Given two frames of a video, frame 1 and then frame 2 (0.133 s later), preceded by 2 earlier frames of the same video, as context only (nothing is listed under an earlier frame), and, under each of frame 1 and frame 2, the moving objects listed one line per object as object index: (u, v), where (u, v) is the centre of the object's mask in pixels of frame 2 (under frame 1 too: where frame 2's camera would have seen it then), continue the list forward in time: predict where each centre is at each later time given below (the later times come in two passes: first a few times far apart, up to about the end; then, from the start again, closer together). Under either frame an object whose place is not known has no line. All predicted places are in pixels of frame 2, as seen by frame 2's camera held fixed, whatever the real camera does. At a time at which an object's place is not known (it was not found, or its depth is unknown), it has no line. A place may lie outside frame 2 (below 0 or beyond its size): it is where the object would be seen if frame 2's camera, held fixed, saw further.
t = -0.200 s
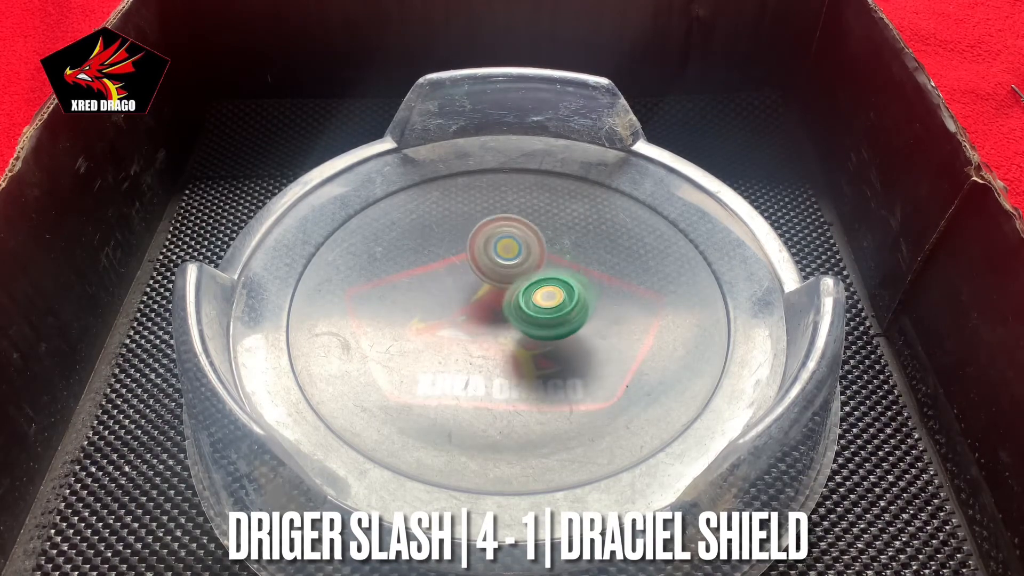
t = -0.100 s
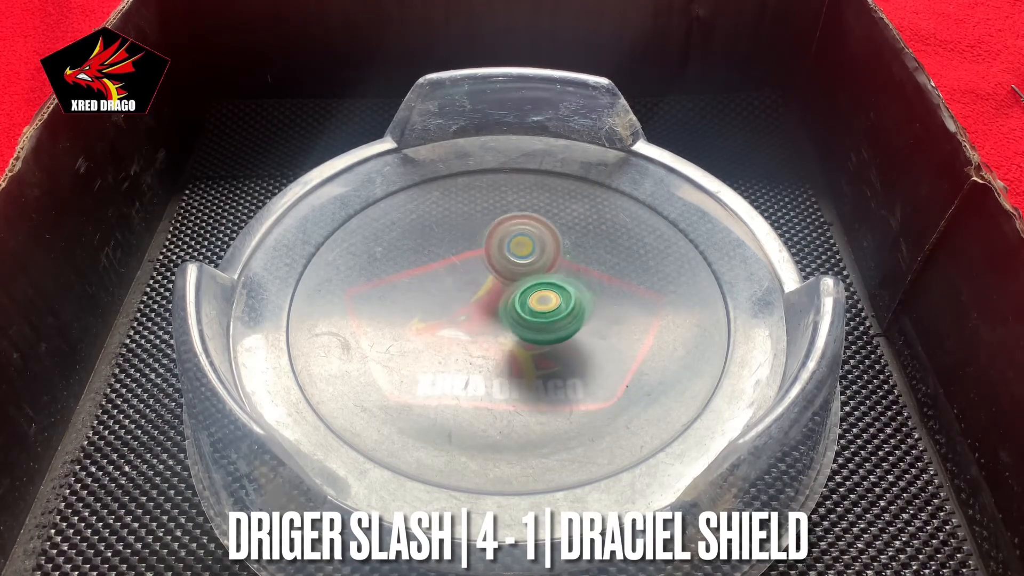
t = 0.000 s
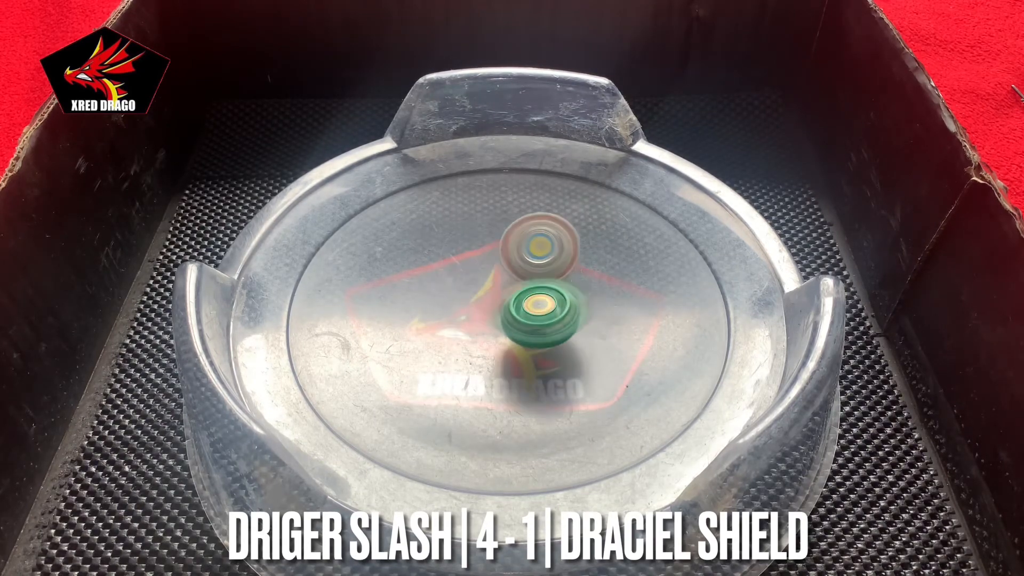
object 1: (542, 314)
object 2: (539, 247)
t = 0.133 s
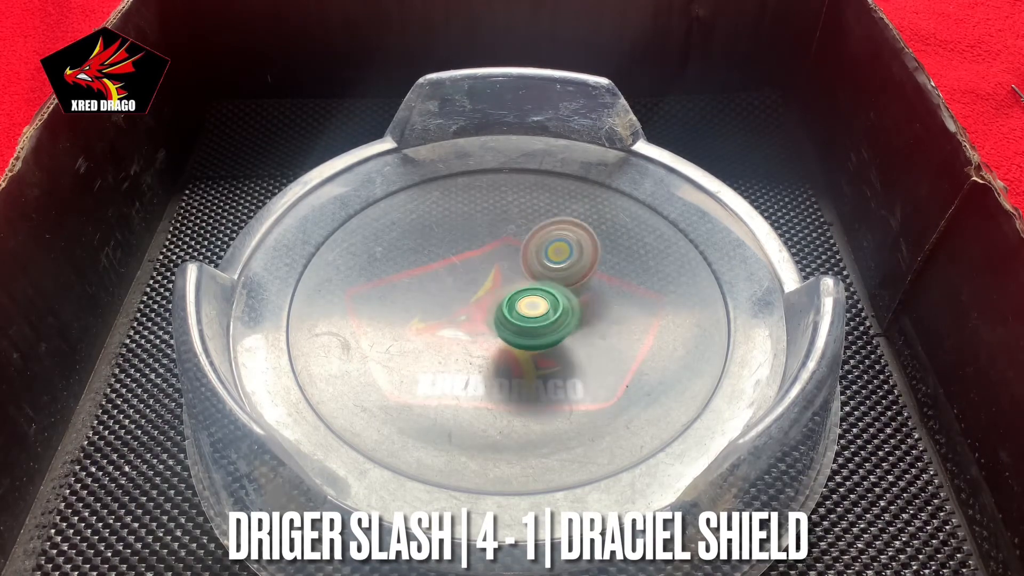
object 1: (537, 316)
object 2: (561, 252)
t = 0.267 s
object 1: (528, 316)
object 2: (579, 263)
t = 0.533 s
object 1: (513, 304)
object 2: (601, 301)
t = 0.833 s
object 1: (513, 290)
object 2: (583, 335)
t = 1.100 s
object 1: (527, 283)
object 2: (540, 350)
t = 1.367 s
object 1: (543, 277)
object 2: (495, 339)
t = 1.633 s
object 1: (556, 283)
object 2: (467, 307)
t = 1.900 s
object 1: (556, 297)
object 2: (476, 276)
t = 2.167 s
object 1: (539, 314)
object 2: (507, 255)
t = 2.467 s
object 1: (522, 322)
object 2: (553, 260)
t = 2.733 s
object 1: (504, 320)
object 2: (576, 288)
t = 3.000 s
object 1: (485, 293)
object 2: (595, 316)
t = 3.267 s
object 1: (489, 278)
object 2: (569, 332)
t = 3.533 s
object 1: (521, 219)
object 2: (513, 393)
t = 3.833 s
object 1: (540, 204)
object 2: (502, 389)
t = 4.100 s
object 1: (538, 267)
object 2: (498, 331)
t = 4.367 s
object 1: (701, 325)
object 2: (397, 295)
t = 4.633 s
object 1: (663, 346)
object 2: (453, 283)
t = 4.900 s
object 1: (528, 341)
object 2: (516, 275)
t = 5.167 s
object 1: (505, 354)
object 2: (559, 306)
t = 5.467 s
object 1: (485, 303)
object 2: (594, 355)
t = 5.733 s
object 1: (486, 302)
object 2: (550, 341)
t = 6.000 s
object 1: (497, 283)
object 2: (518, 351)
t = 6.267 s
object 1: (505, 272)
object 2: (521, 330)
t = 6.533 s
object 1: (498, 275)
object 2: (547, 315)
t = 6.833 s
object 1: (499, 278)
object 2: (561, 301)
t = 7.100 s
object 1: (499, 278)
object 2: (560, 301)
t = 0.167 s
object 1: (535, 317)
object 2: (565, 255)
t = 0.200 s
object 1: (533, 316)
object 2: (569, 258)
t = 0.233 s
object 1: (530, 316)
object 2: (574, 260)
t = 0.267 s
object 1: (528, 316)
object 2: (579, 263)
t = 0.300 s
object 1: (526, 315)
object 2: (583, 267)
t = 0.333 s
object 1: (524, 314)
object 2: (586, 273)
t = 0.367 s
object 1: (522, 312)
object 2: (590, 277)
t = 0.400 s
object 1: (520, 311)
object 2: (593, 282)
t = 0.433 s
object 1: (517, 308)
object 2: (597, 287)
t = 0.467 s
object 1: (517, 307)
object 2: (599, 292)
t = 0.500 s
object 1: (515, 305)
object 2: (600, 297)
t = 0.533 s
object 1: (513, 304)
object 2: (601, 301)
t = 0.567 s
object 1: (513, 302)
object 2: (602, 306)
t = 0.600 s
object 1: (511, 300)
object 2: (602, 311)
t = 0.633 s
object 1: (512, 298)
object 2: (601, 315)
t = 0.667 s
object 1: (511, 296)
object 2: (599, 318)
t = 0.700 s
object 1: (511, 295)
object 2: (598, 321)
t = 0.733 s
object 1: (511, 293)
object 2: (595, 324)
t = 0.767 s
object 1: (511, 292)
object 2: (592, 327)
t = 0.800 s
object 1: (512, 291)
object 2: (588, 331)
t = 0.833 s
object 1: (513, 290)
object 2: (583, 335)
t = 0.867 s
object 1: (514, 286)
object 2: (579, 339)
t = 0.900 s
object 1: (515, 285)
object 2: (573, 343)
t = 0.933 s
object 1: (516, 284)
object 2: (568, 345)
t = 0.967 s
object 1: (518, 283)
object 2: (562, 347)
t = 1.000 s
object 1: (521, 283)
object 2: (557, 349)
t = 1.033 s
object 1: (523, 283)
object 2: (552, 350)
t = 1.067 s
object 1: (525, 283)
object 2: (546, 350)
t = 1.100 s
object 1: (527, 283)
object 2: (540, 350)
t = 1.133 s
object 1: (529, 283)
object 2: (535, 349)
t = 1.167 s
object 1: (531, 282)
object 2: (531, 349)
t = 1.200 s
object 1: (533, 282)
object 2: (524, 347)
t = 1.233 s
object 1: (535, 282)
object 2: (518, 347)
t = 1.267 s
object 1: (537, 278)
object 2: (513, 347)
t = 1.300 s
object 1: (539, 277)
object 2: (506, 345)
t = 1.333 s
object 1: (540, 277)
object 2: (500, 342)
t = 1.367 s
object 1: (543, 277)
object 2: (495, 339)
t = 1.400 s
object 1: (543, 276)
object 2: (489, 336)
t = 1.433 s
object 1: (545, 276)
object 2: (484, 333)
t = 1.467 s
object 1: (550, 278)
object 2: (480, 328)
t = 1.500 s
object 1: (552, 278)
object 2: (476, 324)
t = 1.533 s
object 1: (553, 279)
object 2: (472, 320)
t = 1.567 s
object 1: (554, 280)
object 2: (469, 315)
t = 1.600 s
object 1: (555, 281)
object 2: (468, 311)
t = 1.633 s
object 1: (556, 283)
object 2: (467, 307)
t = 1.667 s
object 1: (557, 284)
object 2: (467, 303)
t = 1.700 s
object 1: (557, 285)
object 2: (468, 300)
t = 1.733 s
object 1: (556, 285)
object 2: (468, 296)
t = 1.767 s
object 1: (555, 287)
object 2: (469, 292)
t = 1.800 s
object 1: (556, 291)
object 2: (470, 288)
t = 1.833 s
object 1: (557, 293)
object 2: (472, 284)
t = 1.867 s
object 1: (556, 295)
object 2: (474, 280)
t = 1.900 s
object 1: (556, 297)
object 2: (476, 276)
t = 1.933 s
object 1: (555, 299)
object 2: (479, 272)
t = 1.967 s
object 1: (552, 301)
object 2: (482, 268)
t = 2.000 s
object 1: (551, 303)
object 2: (486, 264)
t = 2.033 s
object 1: (548, 307)
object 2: (489, 262)
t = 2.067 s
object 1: (547, 308)
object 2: (494, 259)
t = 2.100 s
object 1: (545, 310)
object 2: (498, 257)
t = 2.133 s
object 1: (543, 312)
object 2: (502, 255)
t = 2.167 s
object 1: (539, 314)
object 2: (507, 255)
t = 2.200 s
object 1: (537, 316)
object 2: (512, 254)
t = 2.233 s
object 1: (535, 317)
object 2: (516, 254)
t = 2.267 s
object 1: (534, 317)
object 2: (520, 254)
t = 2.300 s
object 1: (533, 318)
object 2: (525, 254)
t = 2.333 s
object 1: (531, 319)
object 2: (531, 255)
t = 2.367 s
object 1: (529, 319)
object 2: (535, 256)
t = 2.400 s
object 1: (528, 318)
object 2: (541, 257)
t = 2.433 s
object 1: (525, 320)
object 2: (547, 258)
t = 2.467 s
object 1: (522, 322)
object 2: (553, 260)
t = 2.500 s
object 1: (519, 323)
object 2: (559, 263)
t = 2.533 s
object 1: (517, 323)
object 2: (563, 266)
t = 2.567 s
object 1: (515, 323)
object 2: (568, 268)
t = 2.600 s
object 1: (513, 323)
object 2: (572, 272)
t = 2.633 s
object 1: (510, 322)
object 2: (576, 275)
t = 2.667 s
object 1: (509, 322)
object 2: (579, 278)
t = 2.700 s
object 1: (506, 321)
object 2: (574, 284)
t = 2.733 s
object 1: (504, 320)
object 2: (576, 288)
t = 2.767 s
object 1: (502, 317)
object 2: (578, 293)
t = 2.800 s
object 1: (502, 313)
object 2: (579, 297)
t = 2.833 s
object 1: (503, 311)
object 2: (579, 301)
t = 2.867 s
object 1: (503, 308)
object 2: (580, 304)
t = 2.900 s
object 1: (503, 305)
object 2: (579, 307)
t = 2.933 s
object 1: (494, 301)
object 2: (596, 307)
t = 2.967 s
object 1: (487, 296)
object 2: (594, 313)
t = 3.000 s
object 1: (485, 293)
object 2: (595, 316)
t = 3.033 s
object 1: (483, 291)
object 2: (595, 319)
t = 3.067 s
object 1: (482, 289)
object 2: (593, 321)
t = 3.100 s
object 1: (482, 287)
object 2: (590, 323)
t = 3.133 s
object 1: (483, 285)
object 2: (586, 325)
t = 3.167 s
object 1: (484, 282)
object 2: (582, 327)
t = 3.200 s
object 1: (485, 281)
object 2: (578, 329)
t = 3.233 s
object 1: (486, 280)
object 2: (573, 331)
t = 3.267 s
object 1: (489, 278)
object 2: (569, 332)
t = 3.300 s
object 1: (492, 276)
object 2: (563, 334)
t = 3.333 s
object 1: (495, 275)
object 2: (559, 335)
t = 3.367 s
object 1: (498, 275)
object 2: (553, 336)
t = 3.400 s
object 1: (501, 275)
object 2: (545, 336)
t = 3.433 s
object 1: (506, 275)
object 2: (540, 335)
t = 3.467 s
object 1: (513, 266)
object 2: (524, 341)
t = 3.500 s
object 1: (516, 239)
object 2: (519, 372)
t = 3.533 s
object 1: (521, 219)
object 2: (513, 393)
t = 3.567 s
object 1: (526, 204)
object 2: (507, 405)
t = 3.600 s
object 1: (529, 196)
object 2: (504, 410)
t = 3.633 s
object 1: (533, 193)
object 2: (502, 411)
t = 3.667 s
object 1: (534, 192)
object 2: (501, 409)
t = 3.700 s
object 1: (534, 192)
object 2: (497, 408)
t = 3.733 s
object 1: (536, 193)
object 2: (499, 403)
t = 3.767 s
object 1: (537, 195)
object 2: (500, 399)
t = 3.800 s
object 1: (538, 199)
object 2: (501, 395)
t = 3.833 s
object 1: (540, 204)
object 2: (502, 389)
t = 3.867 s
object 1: (540, 210)
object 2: (503, 384)
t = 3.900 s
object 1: (541, 217)
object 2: (503, 379)
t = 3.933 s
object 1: (541, 224)
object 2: (502, 372)
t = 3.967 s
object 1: (540, 231)
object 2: (501, 363)
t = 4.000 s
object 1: (540, 237)
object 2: (499, 355)
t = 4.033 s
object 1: (539, 249)
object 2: (495, 345)
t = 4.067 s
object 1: (538, 260)
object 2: (496, 336)
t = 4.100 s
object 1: (538, 267)
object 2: (498, 331)
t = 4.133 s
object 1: (562, 264)
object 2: (460, 316)
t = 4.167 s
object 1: (589, 268)
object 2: (434, 314)
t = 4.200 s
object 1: (619, 281)
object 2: (413, 315)
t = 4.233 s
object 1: (647, 302)
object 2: (405, 315)
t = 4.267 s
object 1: (664, 300)
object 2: (393, 306)
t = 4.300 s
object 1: (678, 313)
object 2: (395, 301)
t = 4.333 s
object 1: (693, 319)
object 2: (396, 298)
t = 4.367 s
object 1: (701, 325)
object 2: (397, 295)
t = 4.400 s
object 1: (710, 328)
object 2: (403, 297)
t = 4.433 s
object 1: (716, 333)
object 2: (402, 289)
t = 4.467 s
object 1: (719, 330)
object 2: (411, 292)
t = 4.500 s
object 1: (718, 338)
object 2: (417, 289)
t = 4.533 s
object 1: (711, 343)
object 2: (427, 287)
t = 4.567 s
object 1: (695, 348)
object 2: (435, 285)
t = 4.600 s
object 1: (678, 350)
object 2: (444, 284)
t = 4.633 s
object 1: (663, 346)
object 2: (453, 283)
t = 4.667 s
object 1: (647, 345)
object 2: (464, 282)
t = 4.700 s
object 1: (631, 344)
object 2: (474, 283)
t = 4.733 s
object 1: (612, 339)
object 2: (484, 285)
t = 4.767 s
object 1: (593, 333)
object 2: (493, 286)
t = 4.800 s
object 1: (571, 333)
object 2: (504, 287)
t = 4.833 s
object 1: (555, 334)
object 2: (508, 283)
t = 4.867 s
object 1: (541, 336)
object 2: (511, 278)
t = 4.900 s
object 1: (528, 341)
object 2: (516, 275)
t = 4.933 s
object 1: (516, 347)
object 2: (522, 275)
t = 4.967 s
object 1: (507, 352)
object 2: (531, 278)
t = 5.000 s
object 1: (504, 357)
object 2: (537, 281)
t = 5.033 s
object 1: (505, 360)
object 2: (544, 286)
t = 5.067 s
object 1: (507, 361)
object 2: (549, 291)
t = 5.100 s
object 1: (506, 360)
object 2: (554, 295)
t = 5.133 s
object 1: (505, 357)
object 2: (557, 300)
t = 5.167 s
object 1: (505, 354)
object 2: (559, 306)
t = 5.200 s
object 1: (500, 351)
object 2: (564, 311)
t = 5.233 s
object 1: (496, 346)
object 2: (570, 315)
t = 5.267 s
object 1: (495, 342)
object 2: (573, 318)
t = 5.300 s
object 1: (497, 337)
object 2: (573, 323)
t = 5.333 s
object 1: (495, 330)
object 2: (577, 332)
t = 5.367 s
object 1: (489, 319)
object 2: (587, 341)
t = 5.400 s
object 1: (485, 311)
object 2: (594, 349)
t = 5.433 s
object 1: (484, 306)
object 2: (596, 352)
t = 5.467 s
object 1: (485, 303)
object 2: (594, 355)
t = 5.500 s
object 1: (486, 303)
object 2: (590, 357)
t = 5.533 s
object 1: (486, 303)
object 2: (586, 357)
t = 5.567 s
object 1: (486, 303)
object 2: (581, 358)
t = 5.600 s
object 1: (487, 303)
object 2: (575, 356)
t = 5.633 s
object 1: (487, 303)
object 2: (569, 353)
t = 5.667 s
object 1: (487, 303)
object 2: (563, 351)
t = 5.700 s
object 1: (487, 303)
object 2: (557, 345)
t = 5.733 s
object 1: (486, 302)
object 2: (550, 341)
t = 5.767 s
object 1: (483, 295)
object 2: (548, 340)
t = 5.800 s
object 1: (483, 290)
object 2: (539, 347)
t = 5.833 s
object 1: (485, 289)
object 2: (536, 348)
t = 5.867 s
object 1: (487, 289)
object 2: (531, 349)
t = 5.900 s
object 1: (488, 289)
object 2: (528, 350)
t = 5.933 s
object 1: (490, 286)
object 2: (525, 346)
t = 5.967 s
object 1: (493, 284)
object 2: (523, 350)
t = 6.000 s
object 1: (497, 283)
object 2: (518, 351)
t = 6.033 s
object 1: (500, 281)
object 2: (514, 347)
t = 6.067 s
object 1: (502, 281)
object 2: (512, 345)
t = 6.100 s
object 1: (503, 278)
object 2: (513, 340)
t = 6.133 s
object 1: (504, 277)
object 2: (514, 337)
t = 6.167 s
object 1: (506, 275)
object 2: (514, 337)
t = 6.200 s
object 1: (506, 274)
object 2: (520, 336)
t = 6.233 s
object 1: (506, 273)
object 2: (522, 332)
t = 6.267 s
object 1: (505, 272)
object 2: (521, 330)
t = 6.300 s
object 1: (502, 271)
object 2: (525, 331)
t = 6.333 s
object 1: (501, 273)
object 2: (529, 330)
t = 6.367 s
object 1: (501, 272)
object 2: (531, 327)
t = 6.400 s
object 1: (500, 271)
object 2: (533, 326)
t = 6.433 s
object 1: (500, 273)
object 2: (537, 324)
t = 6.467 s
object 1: (501, 273)
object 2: (542, 322)
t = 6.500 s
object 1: (499, 275)
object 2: (545, 317)
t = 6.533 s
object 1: (498, 275)
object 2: (547, 315)
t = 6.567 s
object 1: (498, 277)
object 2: (552, 312)
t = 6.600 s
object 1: (500, 278)
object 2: (556, 310)
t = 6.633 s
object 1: (501, 277)
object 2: (559, 307)
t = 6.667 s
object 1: (501, 277)
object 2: (561, 305)
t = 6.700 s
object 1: (500, 279)
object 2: (561, 301)
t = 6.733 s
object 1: (500, 278)
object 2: (562, 299)
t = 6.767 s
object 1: (499, 278)
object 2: (561, 300)
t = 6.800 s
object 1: (499, 278)
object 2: (561, 301)
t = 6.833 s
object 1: (499, 278)
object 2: (561, 301)
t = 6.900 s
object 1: (499, 278)
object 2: (560, 301)
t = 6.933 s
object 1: (499, 278)
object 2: (560, 301)
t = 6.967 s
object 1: (499, 278)
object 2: (560, 301)
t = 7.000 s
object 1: (499, 278)
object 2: (560, 301)
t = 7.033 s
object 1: (499, 278)
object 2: (560, 301)
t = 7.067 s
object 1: (499, 278)
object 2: (560, 301)
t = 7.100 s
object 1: (499, 278)
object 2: (560, 301)
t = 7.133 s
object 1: (499, 278)
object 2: (560, 301)
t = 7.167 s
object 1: (499, 278)
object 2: (560, 301)
